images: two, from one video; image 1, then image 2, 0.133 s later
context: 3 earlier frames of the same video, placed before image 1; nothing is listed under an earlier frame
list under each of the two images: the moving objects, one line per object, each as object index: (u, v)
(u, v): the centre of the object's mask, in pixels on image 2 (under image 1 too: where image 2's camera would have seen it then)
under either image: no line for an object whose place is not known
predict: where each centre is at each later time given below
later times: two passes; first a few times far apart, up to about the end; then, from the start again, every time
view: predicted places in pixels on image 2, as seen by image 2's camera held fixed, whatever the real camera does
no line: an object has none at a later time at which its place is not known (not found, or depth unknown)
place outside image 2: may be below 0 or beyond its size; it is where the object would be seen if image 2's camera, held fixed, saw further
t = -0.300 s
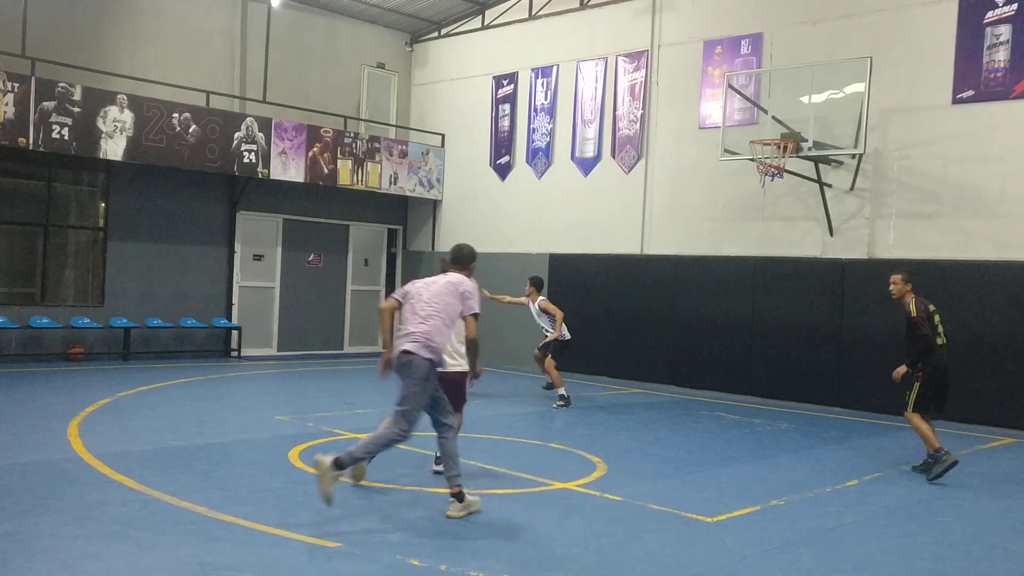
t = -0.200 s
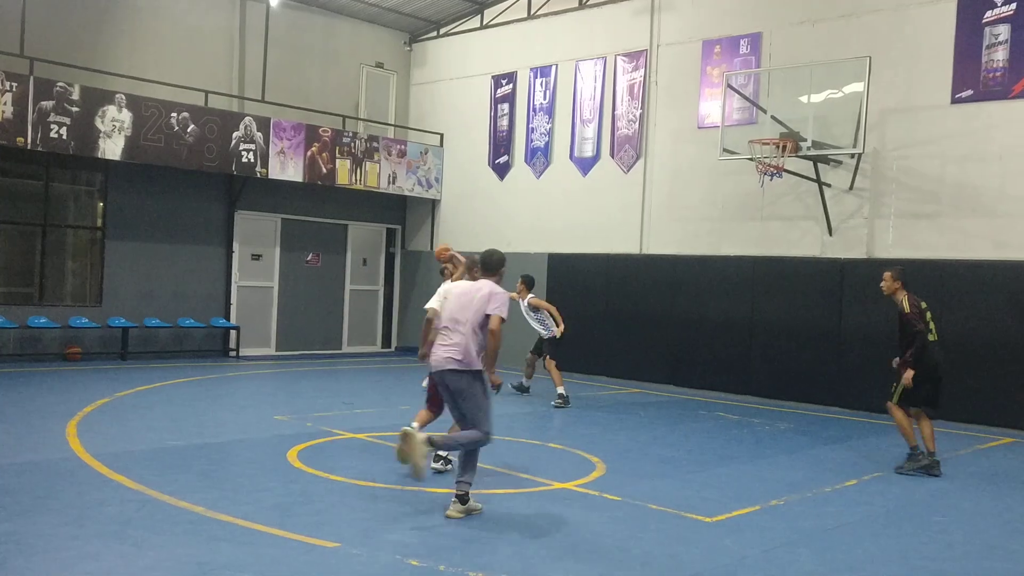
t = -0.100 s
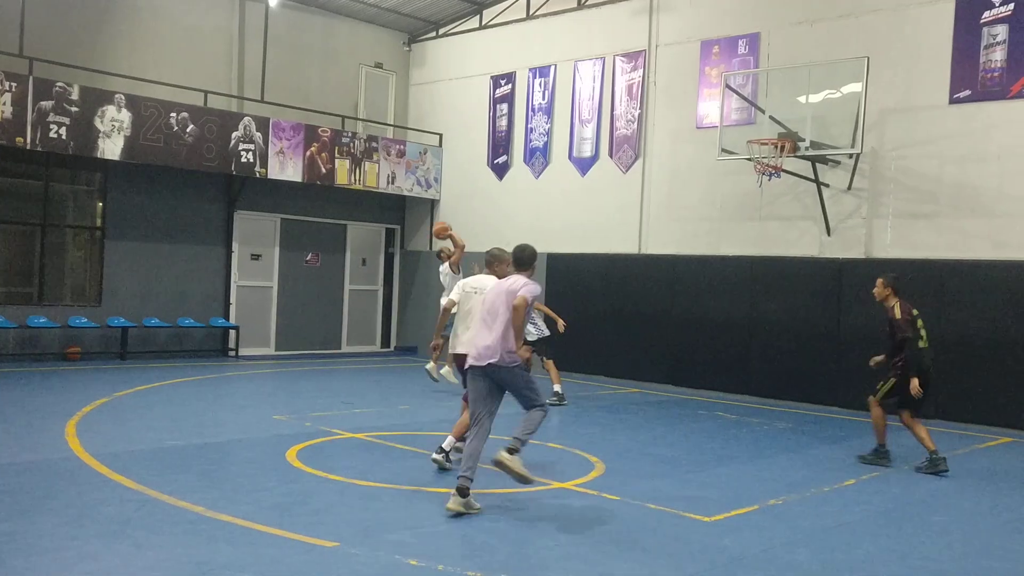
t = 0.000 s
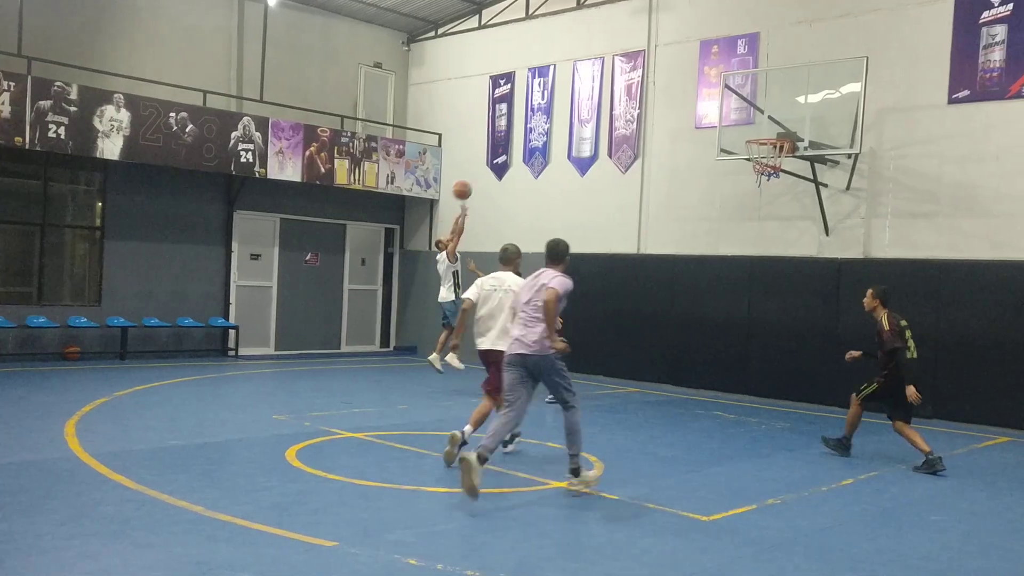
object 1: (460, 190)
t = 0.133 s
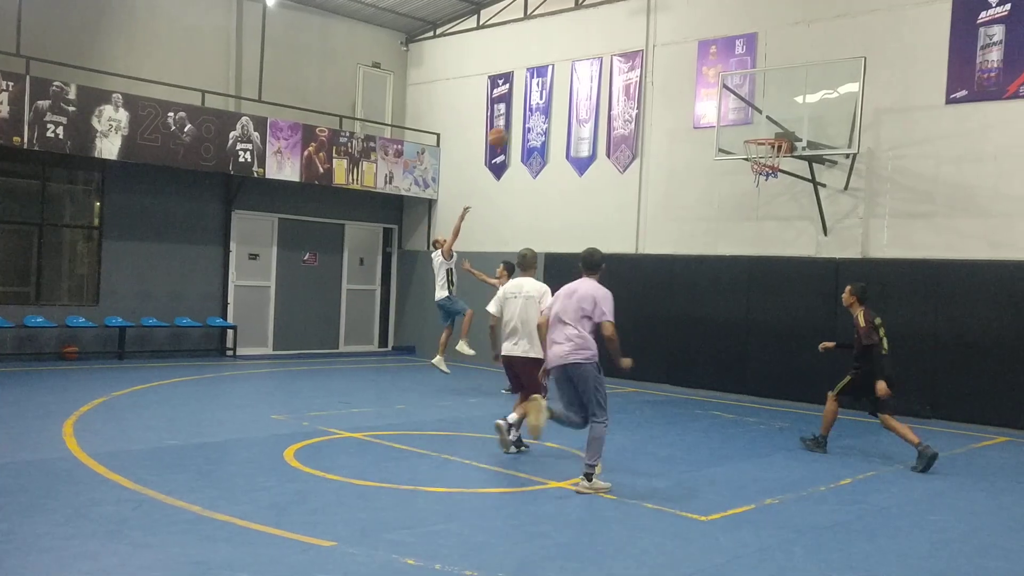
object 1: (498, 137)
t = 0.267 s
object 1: (536, 97)
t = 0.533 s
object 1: (612, 58)
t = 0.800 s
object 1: (686, 77)
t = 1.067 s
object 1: (739, 123)
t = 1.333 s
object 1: (726, 124)
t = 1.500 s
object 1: (716, 158)
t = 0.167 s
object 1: (507, 126)
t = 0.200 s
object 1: (516, 116)
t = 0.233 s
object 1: (527, 106)
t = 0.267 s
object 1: (536, 97)
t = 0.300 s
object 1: (545, 90)
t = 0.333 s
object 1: (555, 82)
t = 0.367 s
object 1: (564, 76)
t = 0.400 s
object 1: (573, 70)
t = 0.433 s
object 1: (583, 66)
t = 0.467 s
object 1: (593, 62)
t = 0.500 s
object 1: (602, 60)
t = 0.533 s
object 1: (612, 58)
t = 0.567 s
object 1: (621, 57)
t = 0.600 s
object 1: (630, 57)
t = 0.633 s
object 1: (640, 58)
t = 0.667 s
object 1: (649, 60)
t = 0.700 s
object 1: (658, 63)
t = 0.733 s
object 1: (668, 67)
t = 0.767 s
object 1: (677, 72)
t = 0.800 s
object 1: (686, 77)
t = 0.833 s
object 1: (696, 84)
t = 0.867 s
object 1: (705, 92)
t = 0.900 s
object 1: (714, 100)
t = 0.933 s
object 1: (724, 111)
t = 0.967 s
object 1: (733, 121)
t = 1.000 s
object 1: (741, 133)
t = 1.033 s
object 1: (740, 127)
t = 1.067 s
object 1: (739, 123)
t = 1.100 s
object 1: (738, 120)
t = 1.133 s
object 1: (736, 118)
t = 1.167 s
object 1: (735, 117)
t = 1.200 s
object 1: (733, 116)
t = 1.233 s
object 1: (732, 117)
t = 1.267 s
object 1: (730, 118)
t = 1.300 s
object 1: (729, 121)
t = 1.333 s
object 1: (726, 124)
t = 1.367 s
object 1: (725, 129)
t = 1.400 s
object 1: (723, 134)
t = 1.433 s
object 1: (721, 141)
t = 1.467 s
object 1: (718, 149)
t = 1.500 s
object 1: (716, 158)
